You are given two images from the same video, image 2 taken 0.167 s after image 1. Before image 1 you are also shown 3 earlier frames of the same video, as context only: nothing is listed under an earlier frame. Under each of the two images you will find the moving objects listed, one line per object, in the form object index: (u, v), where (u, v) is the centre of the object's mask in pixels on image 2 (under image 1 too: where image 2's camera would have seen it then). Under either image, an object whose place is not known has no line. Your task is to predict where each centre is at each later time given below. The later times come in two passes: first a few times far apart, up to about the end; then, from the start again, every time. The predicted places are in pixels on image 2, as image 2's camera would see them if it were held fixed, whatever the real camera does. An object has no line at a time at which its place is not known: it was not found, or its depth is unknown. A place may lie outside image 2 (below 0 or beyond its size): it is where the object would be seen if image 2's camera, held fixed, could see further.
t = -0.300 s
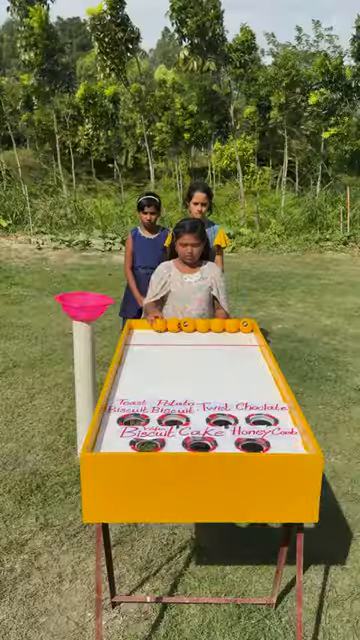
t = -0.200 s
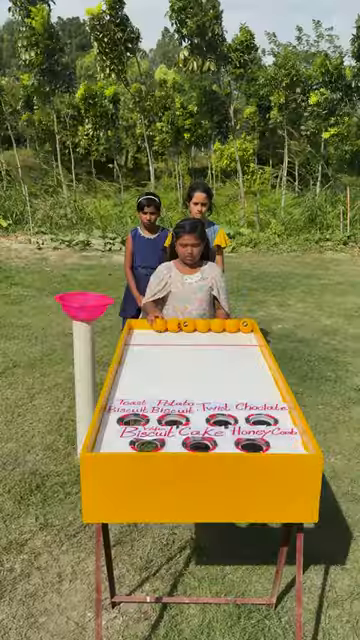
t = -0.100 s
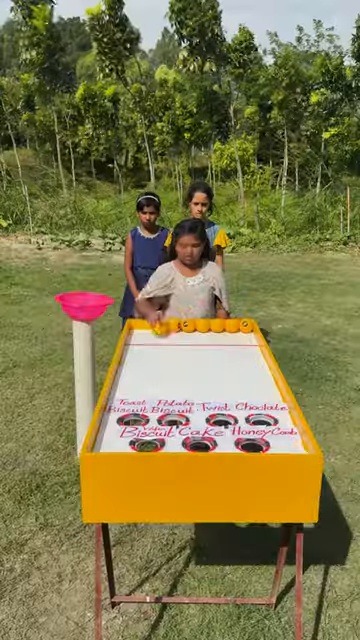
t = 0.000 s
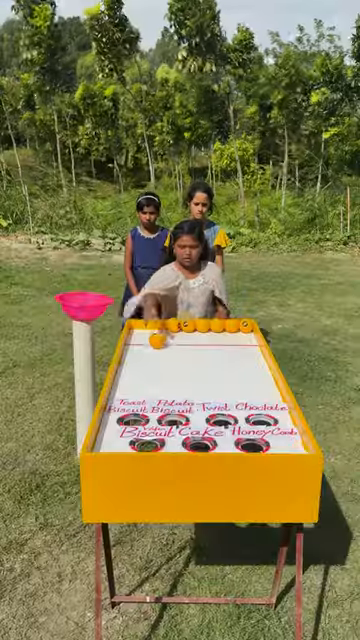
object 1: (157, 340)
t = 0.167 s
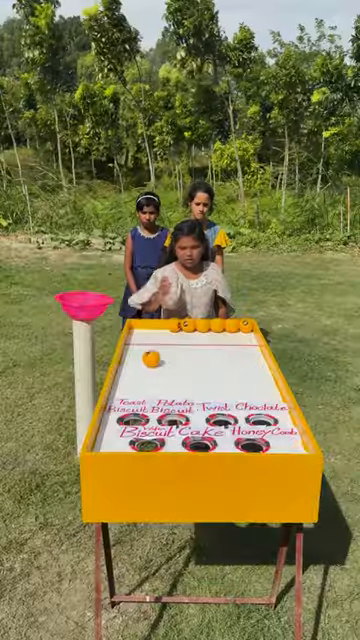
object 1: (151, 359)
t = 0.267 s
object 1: (147, 371)
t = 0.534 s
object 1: (131, 410)
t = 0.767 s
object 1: (149, 428)
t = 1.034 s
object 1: (131, 443)
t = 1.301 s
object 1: (109, 442)
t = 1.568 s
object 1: (110, 433)
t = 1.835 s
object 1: (119, 420)
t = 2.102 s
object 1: (131, 406)
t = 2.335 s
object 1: (150, 396)
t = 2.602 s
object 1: (168, 383)
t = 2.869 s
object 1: (182, 370)
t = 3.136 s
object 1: (191, 356)
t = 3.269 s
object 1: (195, 350)
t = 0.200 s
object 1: (149, 362)
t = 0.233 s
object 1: (148, 366)
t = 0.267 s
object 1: (147, 371)
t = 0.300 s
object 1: (145, 374)
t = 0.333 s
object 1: (144, 379)
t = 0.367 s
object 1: (142, 384)
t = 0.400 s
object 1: (140, 388)
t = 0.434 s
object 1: (138, 393)
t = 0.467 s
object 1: (136, 397)
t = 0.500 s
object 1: (134, 404)
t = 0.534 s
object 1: (131, 410)
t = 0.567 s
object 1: (131, 411)
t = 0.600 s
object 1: (133, 410)
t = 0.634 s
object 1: (137, 413)
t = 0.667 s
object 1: (140, 417)
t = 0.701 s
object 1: (144, 422)
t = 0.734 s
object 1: (146, 424)
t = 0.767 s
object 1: (149, 428)
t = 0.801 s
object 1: (153, 434)
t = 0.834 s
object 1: (152, 435)
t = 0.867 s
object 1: (148, 437)
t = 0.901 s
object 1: (145, 439)
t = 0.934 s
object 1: (142, 440)
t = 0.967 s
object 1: (139, 441)
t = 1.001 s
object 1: (134, 442)
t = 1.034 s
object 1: (131, 443)
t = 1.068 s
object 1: (129, 444)
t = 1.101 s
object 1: (123, 444)
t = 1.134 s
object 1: (121, 444)
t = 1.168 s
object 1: (120, 444)
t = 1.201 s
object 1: (117, 444)
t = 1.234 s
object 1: (114, 443)
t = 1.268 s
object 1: (112, 442)
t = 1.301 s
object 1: (109, 442)
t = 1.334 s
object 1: (108, 441)
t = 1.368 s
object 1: (105, 440)
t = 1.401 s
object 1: (105, 439)
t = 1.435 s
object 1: (105, 439)
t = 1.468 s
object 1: (106, 437)
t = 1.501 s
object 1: (108, 436)
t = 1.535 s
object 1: (108, 435)
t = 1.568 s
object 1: (110, 433)
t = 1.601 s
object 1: (111, 431)
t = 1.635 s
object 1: (112, 429)
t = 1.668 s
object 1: (113, 429)
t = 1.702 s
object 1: (114, 427)
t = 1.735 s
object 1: (115, 424)
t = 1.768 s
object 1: (116, 423)
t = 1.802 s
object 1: (117, 422)
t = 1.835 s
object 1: (119, 420)
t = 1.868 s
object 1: (119, 418)
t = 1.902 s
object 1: (120, 416)
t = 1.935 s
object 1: (121, 415)
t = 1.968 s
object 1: (122, 413)
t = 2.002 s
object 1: (123, 411)
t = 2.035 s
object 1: (124, 409)
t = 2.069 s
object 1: (127, 407)
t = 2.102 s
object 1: (131, 406)
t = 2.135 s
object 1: (133, 404)
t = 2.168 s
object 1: (136, 402)
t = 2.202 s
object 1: (139, 401)
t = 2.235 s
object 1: (142, 399)
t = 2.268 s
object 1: (145, 398)
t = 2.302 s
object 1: (147, 397)
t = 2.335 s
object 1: (150, 396)
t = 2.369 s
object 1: (152, 394)
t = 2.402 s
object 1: (155, 392)
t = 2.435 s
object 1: (157, 391)
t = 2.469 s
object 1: (159, 389)
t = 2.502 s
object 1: (161, 387)
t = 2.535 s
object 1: (164, 386)
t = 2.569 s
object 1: (165, 384)
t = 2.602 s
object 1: (168, 383)
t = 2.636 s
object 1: (170, 381)
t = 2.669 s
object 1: (172, 380)
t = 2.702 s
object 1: (173, 378)
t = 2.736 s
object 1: (175, 376)
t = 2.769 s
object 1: (177, 375)
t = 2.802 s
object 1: (179, 373)
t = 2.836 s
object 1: (181, 371)
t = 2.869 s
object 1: (182, 370)
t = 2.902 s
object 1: (183, 368)
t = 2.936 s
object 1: (185, 366)
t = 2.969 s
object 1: (186, 365)
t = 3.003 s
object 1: (187, 363)
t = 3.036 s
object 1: (188, 361)
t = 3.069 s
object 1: (189, 360)
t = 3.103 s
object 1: (190, 358)
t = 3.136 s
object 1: (191, 356)
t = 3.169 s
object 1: (192, 355)
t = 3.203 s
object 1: (193, 353)
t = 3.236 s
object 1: (194, 351)
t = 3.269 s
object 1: (195, 350)
